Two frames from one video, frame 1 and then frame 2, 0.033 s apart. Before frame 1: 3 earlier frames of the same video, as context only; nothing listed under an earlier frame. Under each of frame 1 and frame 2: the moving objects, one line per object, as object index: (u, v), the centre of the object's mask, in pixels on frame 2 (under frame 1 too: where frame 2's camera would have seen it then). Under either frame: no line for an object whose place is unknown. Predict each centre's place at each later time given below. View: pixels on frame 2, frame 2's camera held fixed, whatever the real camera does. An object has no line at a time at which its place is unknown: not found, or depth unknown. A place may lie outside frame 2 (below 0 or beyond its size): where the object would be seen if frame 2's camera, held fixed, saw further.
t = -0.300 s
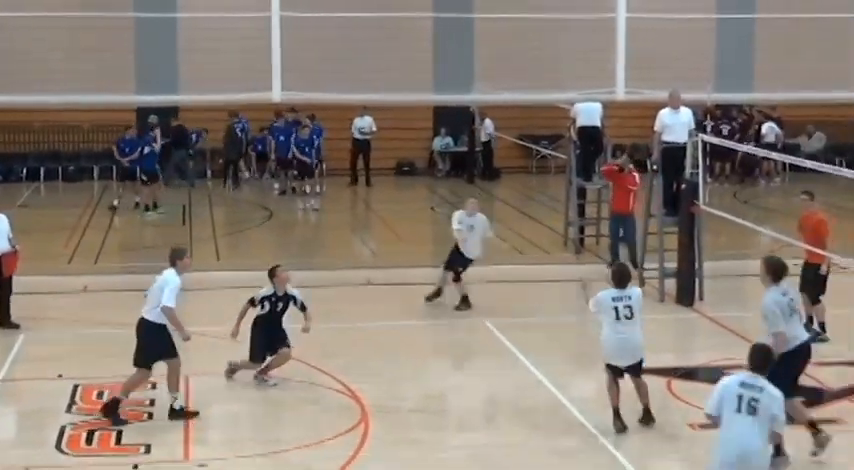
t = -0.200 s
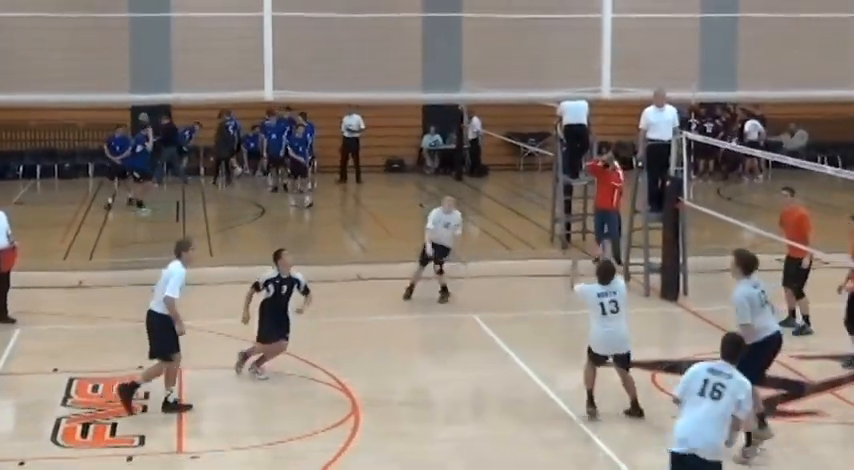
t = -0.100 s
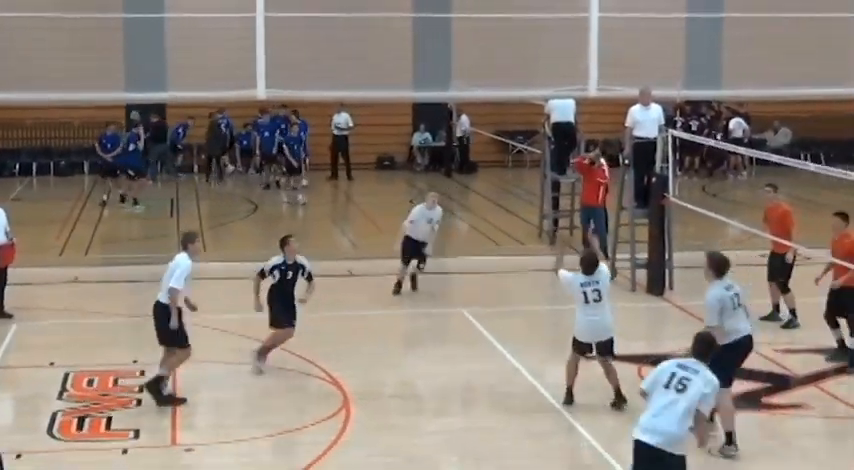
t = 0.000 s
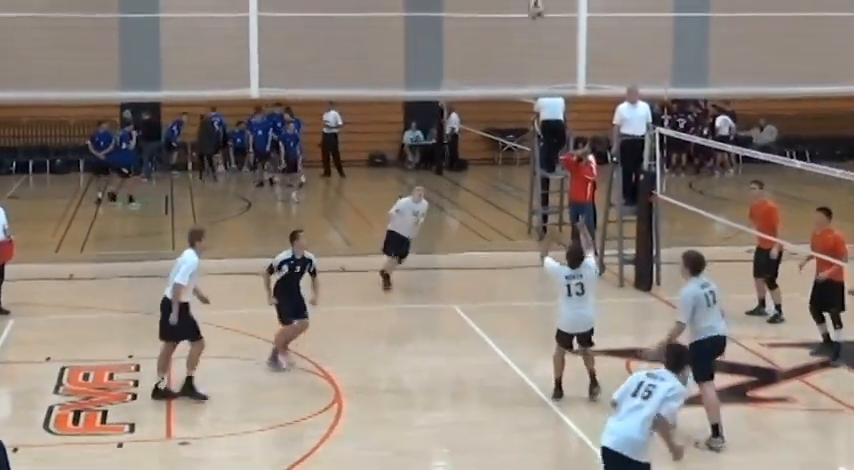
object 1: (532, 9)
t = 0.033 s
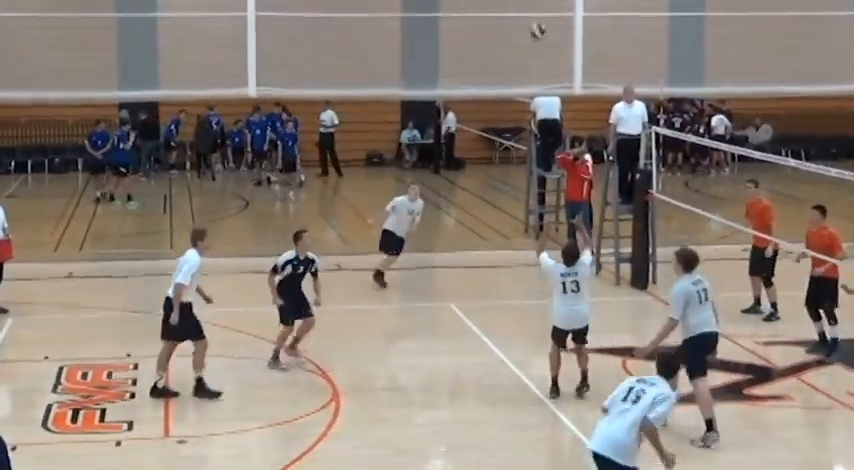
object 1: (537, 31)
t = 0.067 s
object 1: (543, 54)
